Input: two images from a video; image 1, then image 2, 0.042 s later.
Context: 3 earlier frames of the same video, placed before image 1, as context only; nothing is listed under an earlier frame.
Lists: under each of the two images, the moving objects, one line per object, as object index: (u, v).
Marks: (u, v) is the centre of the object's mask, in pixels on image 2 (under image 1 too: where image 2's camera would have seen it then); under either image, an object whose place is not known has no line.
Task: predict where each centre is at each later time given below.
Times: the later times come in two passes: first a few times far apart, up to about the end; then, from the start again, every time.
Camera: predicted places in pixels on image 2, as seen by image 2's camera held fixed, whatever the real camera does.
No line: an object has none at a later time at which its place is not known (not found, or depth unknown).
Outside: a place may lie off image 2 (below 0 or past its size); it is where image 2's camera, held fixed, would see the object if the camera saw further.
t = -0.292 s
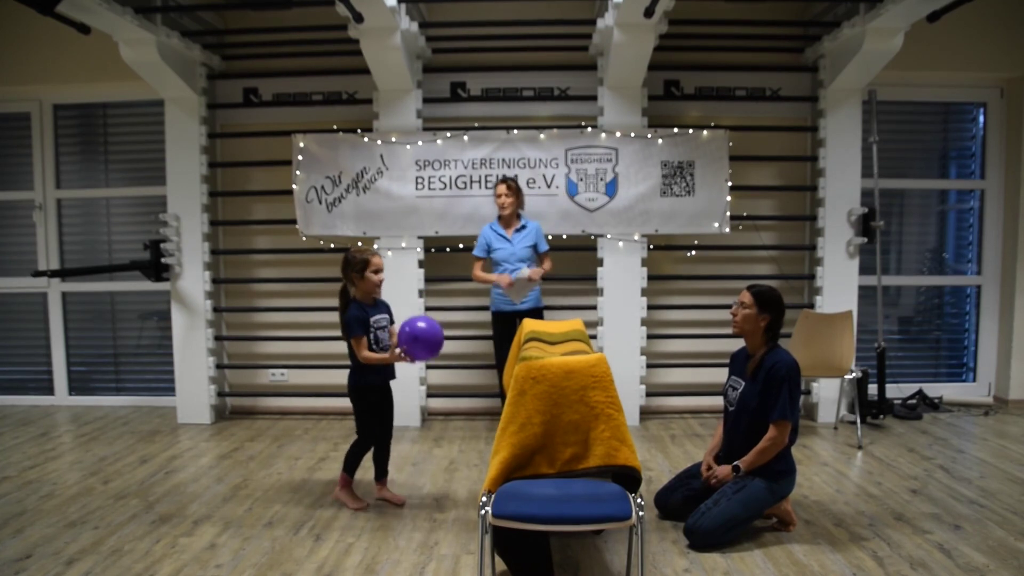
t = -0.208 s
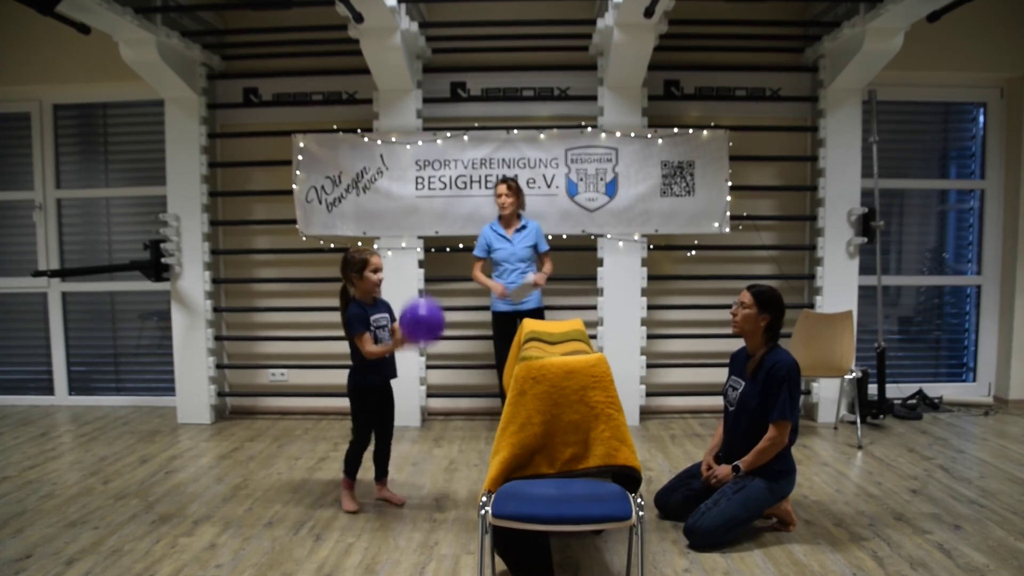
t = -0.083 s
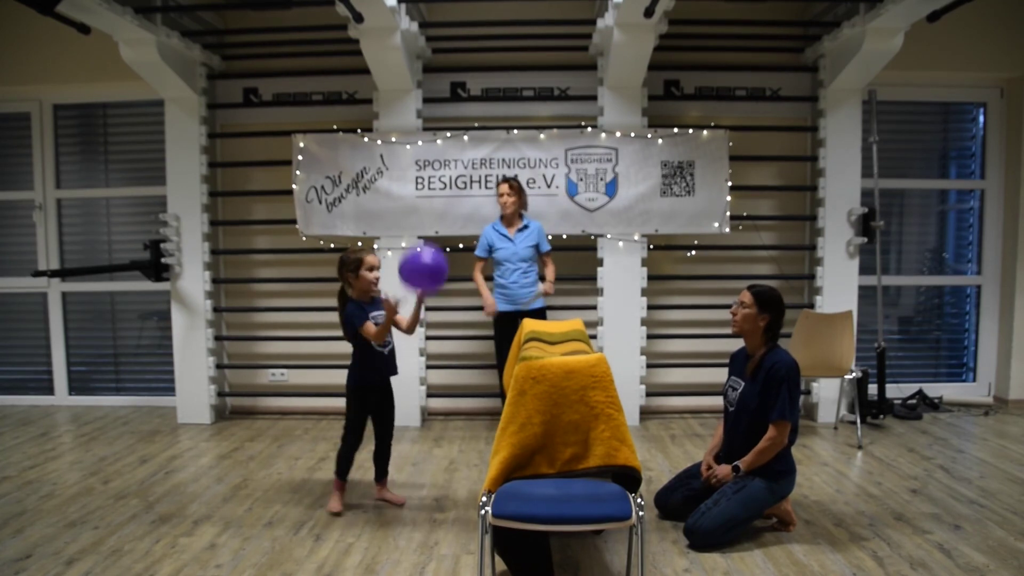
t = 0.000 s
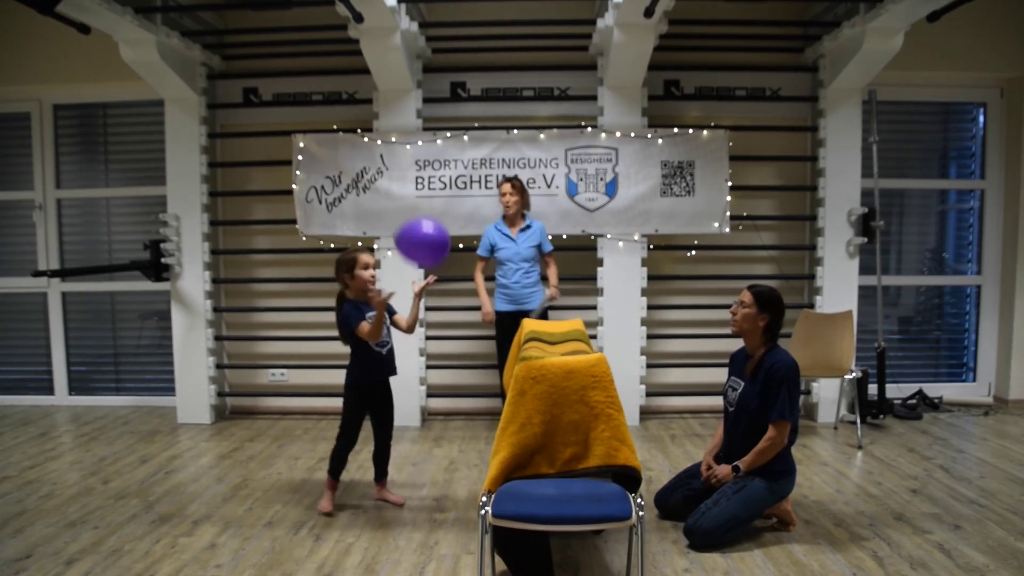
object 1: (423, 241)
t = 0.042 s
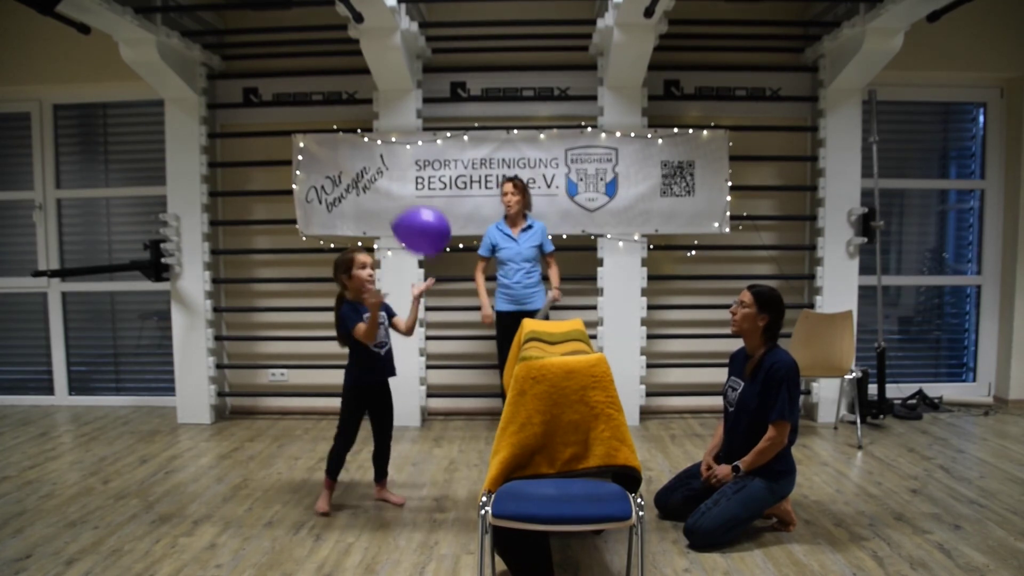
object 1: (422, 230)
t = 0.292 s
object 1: (417, 197)
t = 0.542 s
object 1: (411, 205)
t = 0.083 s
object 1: (422, 221)
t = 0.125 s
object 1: (421, 213)
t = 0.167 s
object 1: (420, 207)
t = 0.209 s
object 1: (419, 202)
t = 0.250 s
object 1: (418, 199)
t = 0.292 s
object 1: (417, 197)
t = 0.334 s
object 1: (417, 196)
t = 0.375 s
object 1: (416, 196)
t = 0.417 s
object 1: (415, 197)
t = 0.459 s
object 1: (414, 199)
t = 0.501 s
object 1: (413, 201)
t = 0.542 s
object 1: (411, 205)
